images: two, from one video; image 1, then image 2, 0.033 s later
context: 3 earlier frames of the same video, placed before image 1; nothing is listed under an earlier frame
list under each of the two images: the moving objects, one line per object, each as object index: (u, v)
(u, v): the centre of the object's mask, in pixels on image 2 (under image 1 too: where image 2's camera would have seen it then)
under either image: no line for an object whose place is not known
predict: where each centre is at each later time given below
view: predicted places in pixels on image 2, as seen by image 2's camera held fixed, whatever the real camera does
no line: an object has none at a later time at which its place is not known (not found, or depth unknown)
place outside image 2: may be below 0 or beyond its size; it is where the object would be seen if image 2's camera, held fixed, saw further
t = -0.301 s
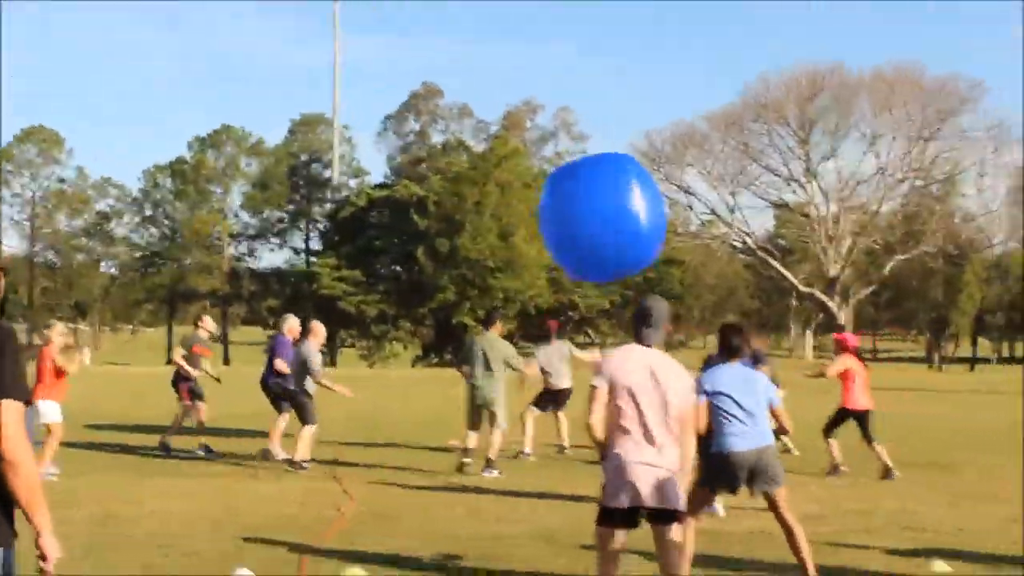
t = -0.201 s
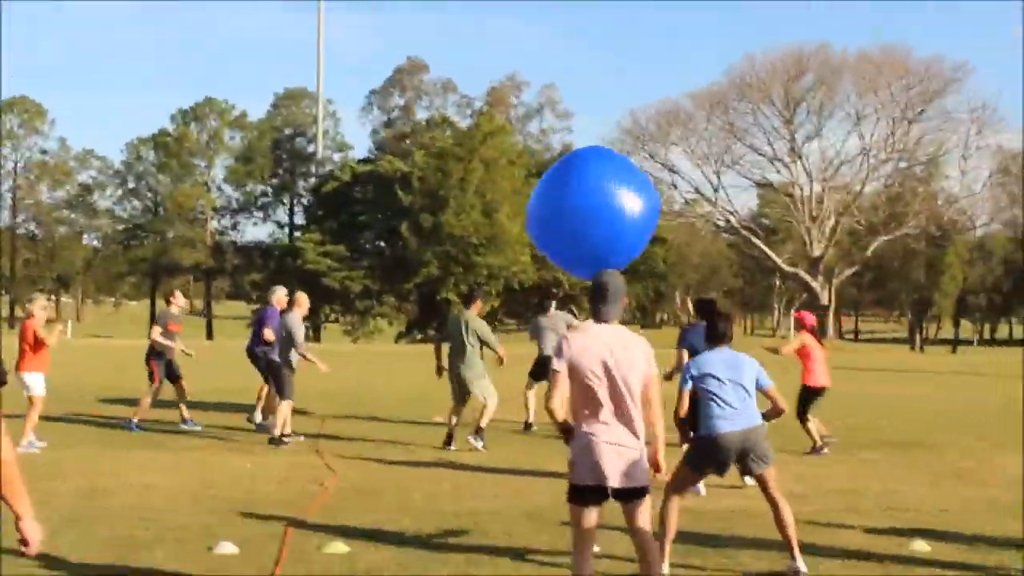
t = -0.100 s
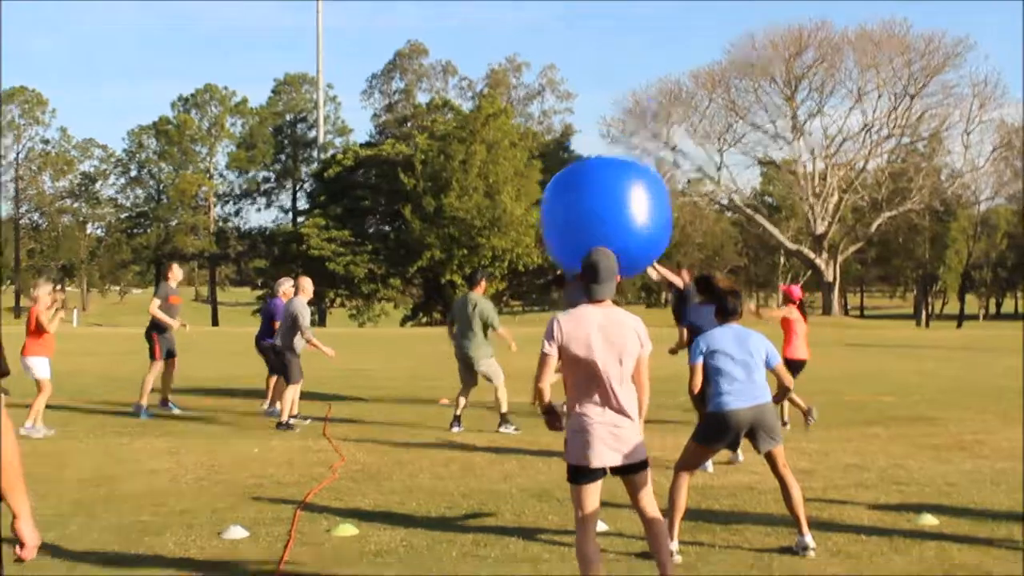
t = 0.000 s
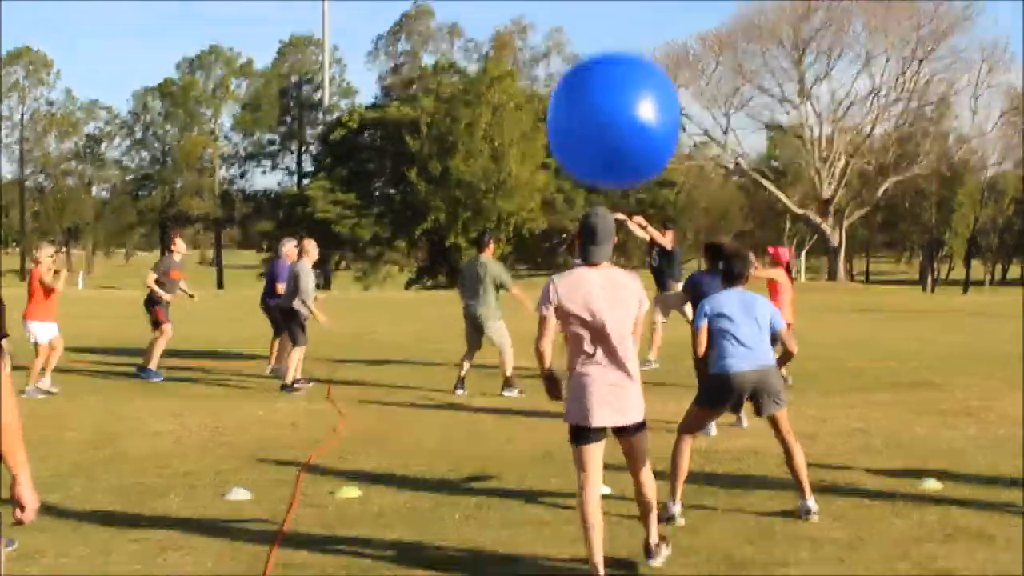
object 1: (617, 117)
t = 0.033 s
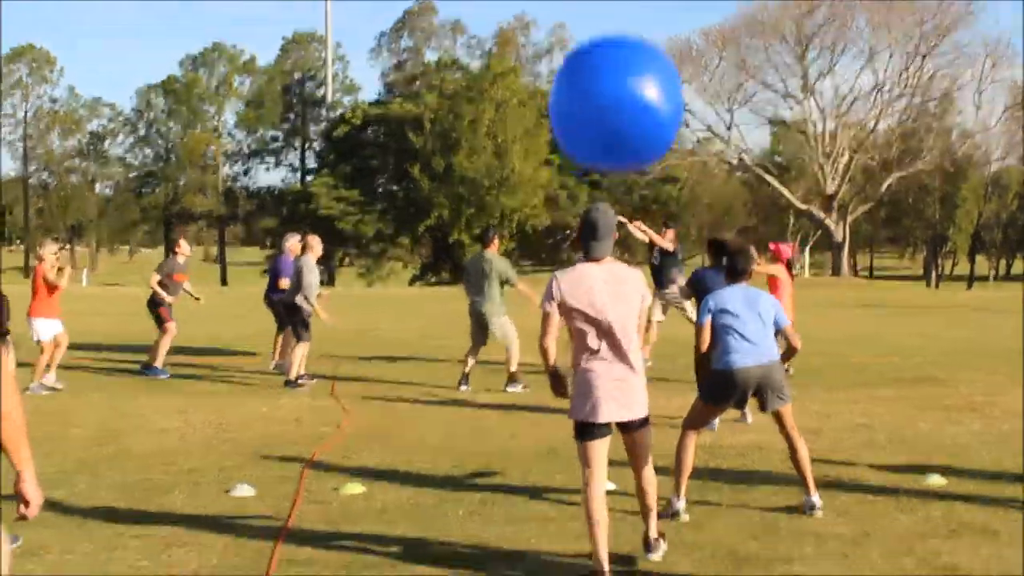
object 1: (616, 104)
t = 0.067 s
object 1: (613, 78)
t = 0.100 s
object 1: (615, 59)
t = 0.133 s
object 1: (616, 52)
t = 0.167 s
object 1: (615, 43)
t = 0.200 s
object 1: (619, 33)
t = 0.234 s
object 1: (619, 27)
